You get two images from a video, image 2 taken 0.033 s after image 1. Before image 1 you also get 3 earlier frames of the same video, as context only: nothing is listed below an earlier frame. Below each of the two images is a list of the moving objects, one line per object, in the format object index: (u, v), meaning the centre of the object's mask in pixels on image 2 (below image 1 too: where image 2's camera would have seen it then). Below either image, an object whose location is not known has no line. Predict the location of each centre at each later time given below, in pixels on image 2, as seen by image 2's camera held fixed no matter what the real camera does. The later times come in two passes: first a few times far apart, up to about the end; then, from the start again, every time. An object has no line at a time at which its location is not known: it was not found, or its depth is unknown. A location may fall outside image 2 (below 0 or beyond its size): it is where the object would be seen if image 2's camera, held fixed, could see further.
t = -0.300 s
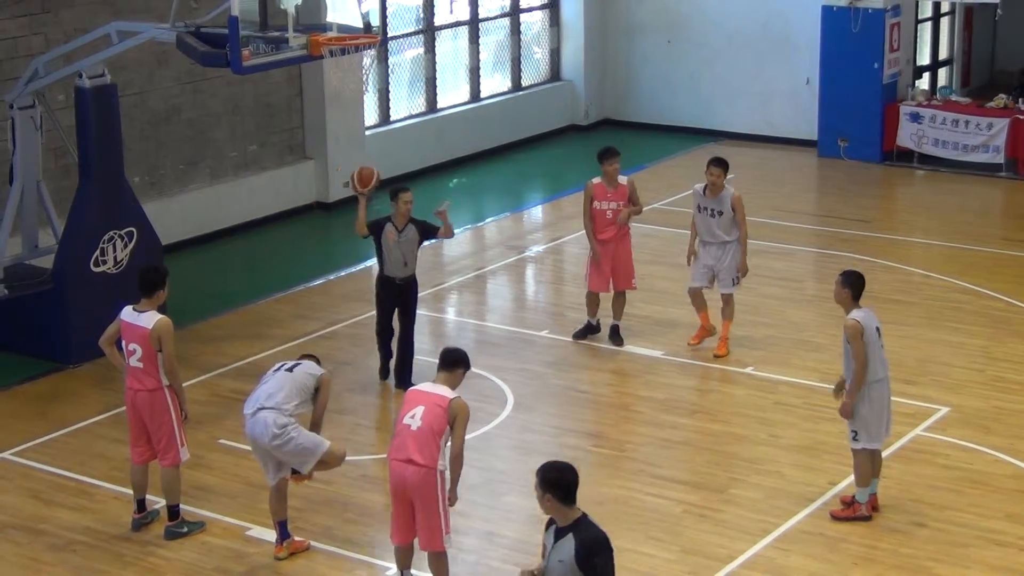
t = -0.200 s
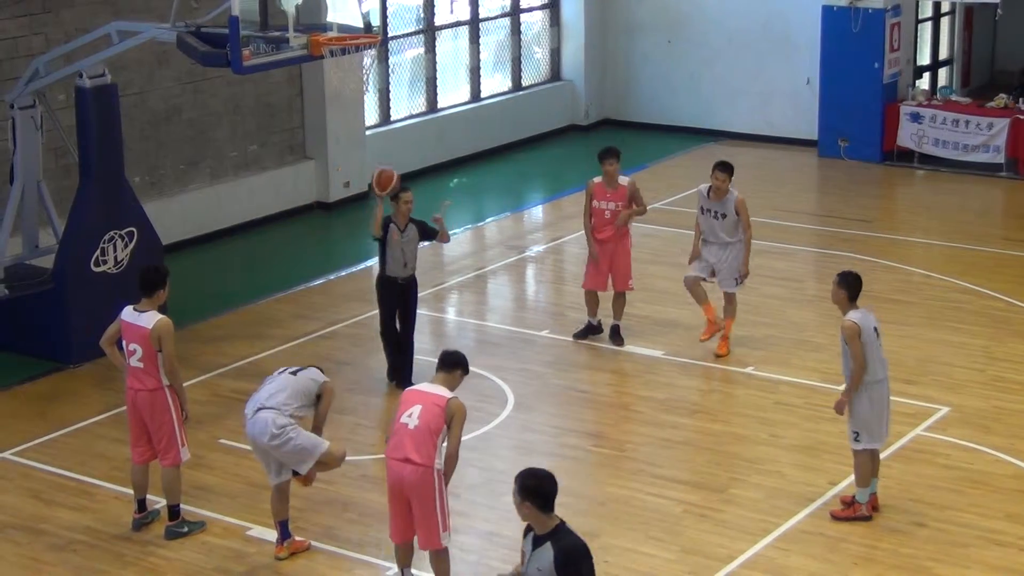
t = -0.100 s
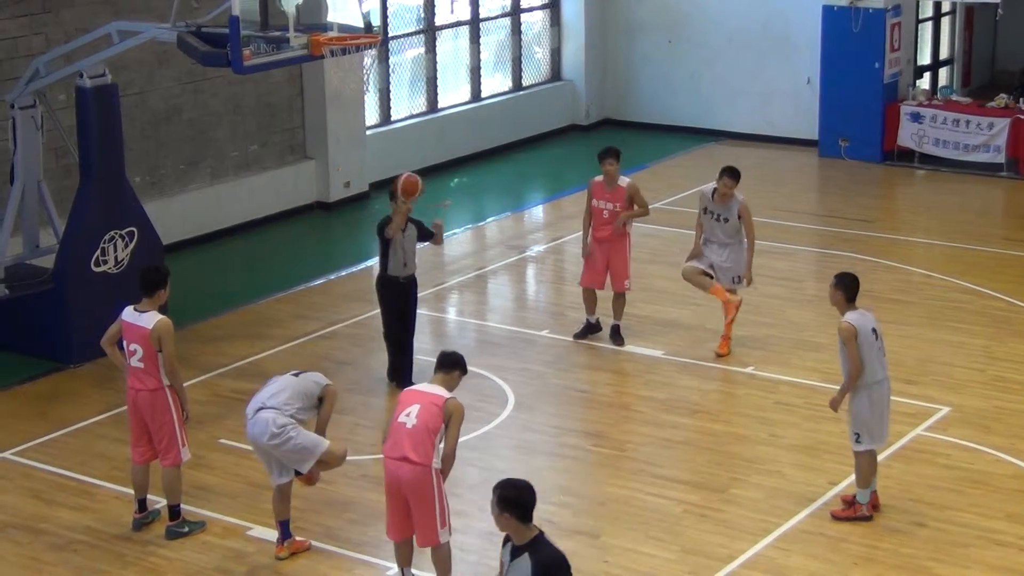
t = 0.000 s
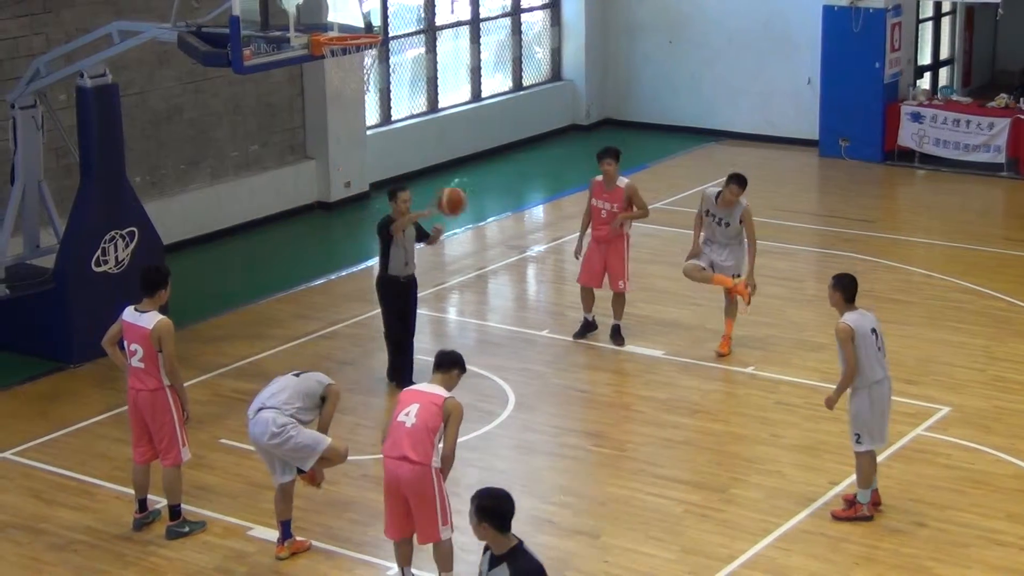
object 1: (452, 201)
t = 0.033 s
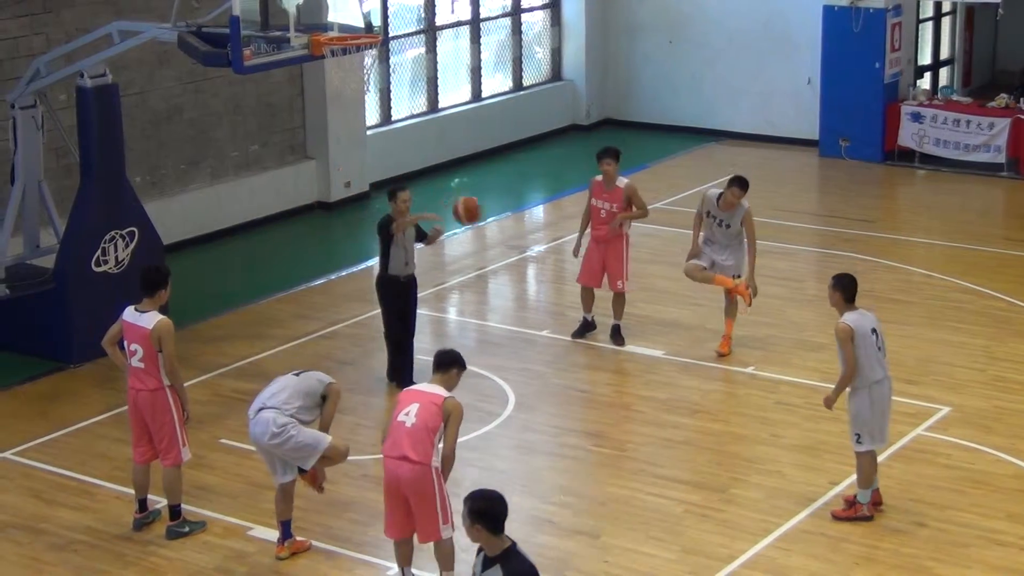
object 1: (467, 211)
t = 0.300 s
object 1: (598, 335)
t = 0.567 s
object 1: (709, 413)
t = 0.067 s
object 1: (483, 221)
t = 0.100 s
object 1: (499, 232)
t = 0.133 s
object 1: (515, 245)
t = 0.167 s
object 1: (532, 260)
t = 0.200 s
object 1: (548, 276)
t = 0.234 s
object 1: (565, 293)
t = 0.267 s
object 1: (582, 313)
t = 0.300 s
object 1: (598, 335)
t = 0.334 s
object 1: (616, 356)
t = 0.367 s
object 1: (633, 381)
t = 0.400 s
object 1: (650, 406)
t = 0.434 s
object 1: (667, 433)
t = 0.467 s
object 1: (683, 461)
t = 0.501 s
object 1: (692, 444)
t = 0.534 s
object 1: (701, 427)
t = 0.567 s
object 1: (709, 413)
